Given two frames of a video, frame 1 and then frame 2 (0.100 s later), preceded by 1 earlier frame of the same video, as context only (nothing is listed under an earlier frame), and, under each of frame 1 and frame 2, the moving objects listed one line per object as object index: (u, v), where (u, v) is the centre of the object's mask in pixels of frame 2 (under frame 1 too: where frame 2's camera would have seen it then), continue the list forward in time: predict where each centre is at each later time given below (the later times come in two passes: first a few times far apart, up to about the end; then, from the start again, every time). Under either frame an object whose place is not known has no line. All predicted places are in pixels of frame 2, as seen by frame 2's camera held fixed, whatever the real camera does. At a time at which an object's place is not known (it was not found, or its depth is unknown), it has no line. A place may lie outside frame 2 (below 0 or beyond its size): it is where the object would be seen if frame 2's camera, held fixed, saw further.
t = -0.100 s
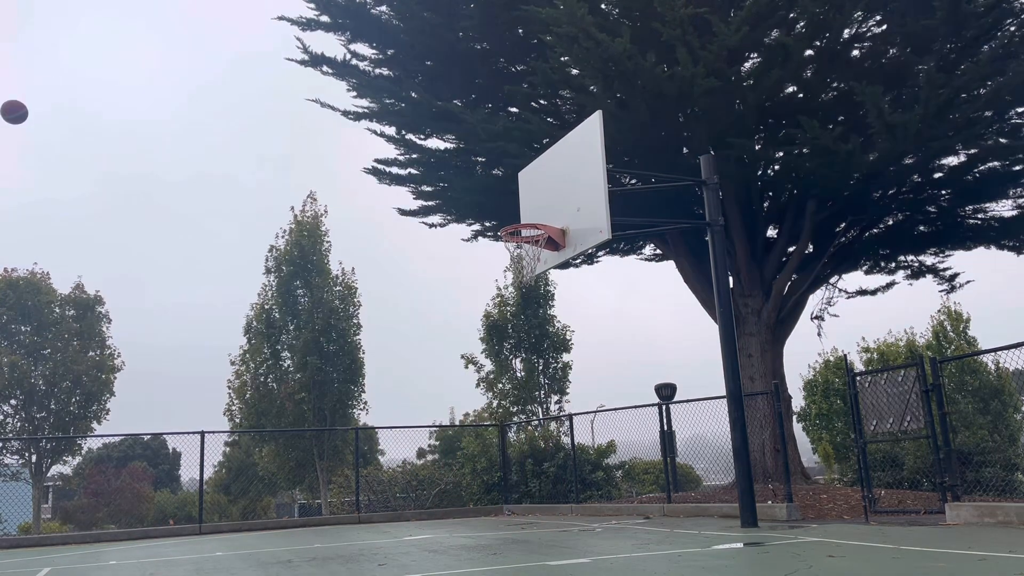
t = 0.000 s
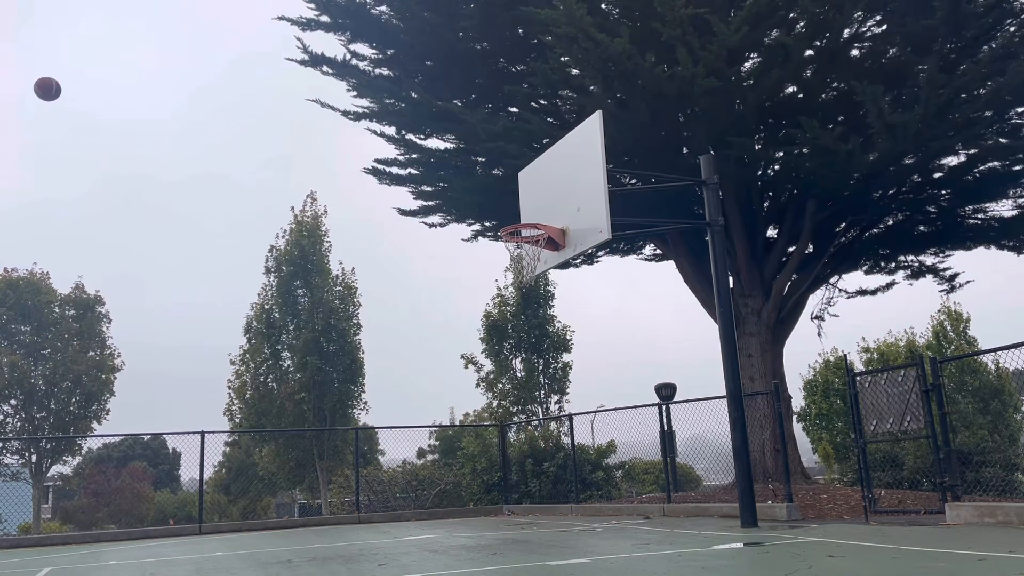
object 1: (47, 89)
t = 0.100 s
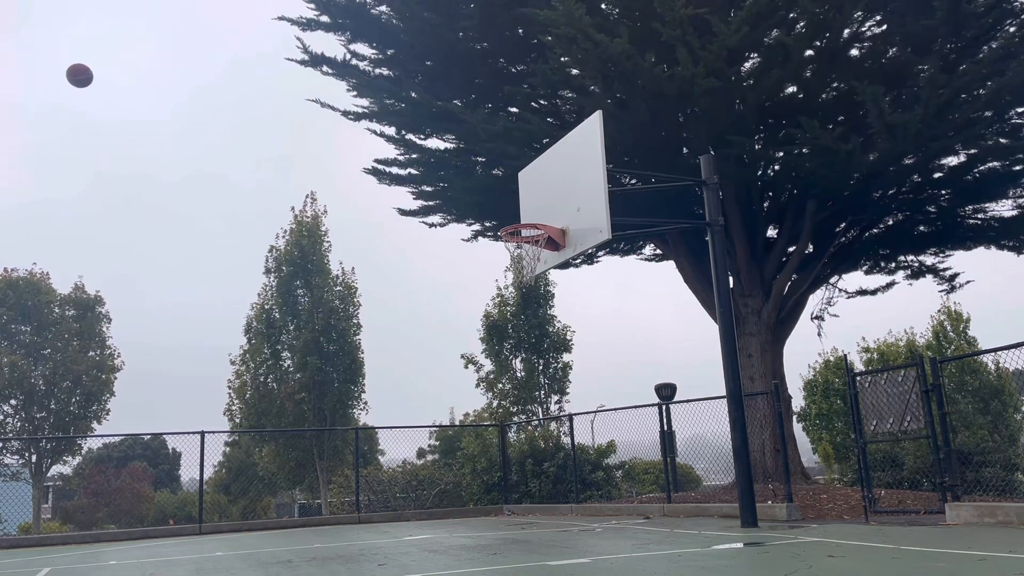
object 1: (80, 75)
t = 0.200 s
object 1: (111, 71)
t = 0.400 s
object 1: (172, 90)
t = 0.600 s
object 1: (231, 145)
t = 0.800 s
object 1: (290, 239)
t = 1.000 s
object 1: (352, 376)
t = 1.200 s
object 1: (410, 517)
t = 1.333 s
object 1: (424, 415)
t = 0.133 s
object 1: (90, 73)
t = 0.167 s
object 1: (100, 72)
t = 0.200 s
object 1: (111, 71)
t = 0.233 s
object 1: (121, 72)
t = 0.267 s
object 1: (131, 73)
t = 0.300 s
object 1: (141, 76)
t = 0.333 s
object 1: (152, 80)
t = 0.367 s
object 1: (162, 84)
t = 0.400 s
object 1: (172, 90)
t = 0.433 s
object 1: (182, 97)
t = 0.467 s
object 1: (192, 104)
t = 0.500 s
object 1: (201, 113)
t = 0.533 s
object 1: (211, 123)
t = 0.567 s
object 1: (221, 134)
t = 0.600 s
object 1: (231, 145)
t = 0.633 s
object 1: (241, 158)
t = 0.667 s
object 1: (251, 172)
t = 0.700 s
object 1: (261, 187)
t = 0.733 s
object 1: (271, 204)
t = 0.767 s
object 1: (281, 221)
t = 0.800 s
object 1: (290, 239)
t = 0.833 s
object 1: (300, 258)
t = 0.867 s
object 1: (311, 278)
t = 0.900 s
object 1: (321, 301)
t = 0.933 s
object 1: (331, 325)
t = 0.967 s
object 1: (342, 349)
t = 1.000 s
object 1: (352, 376)
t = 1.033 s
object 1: (363, 404)
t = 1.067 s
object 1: (373, 433)
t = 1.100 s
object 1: (384, 464)
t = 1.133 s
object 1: (395, 495)
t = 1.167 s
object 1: (406, 530)
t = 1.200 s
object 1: (410, 517)
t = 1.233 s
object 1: (413, 488)
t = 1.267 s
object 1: (418, 463)
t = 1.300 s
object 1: (421, 438)
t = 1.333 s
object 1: (424, 415)
